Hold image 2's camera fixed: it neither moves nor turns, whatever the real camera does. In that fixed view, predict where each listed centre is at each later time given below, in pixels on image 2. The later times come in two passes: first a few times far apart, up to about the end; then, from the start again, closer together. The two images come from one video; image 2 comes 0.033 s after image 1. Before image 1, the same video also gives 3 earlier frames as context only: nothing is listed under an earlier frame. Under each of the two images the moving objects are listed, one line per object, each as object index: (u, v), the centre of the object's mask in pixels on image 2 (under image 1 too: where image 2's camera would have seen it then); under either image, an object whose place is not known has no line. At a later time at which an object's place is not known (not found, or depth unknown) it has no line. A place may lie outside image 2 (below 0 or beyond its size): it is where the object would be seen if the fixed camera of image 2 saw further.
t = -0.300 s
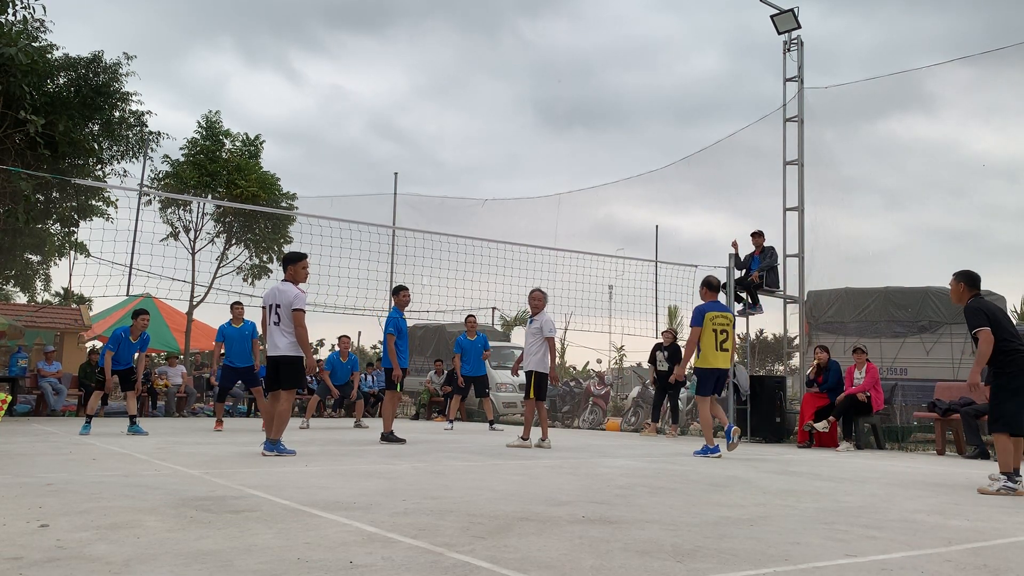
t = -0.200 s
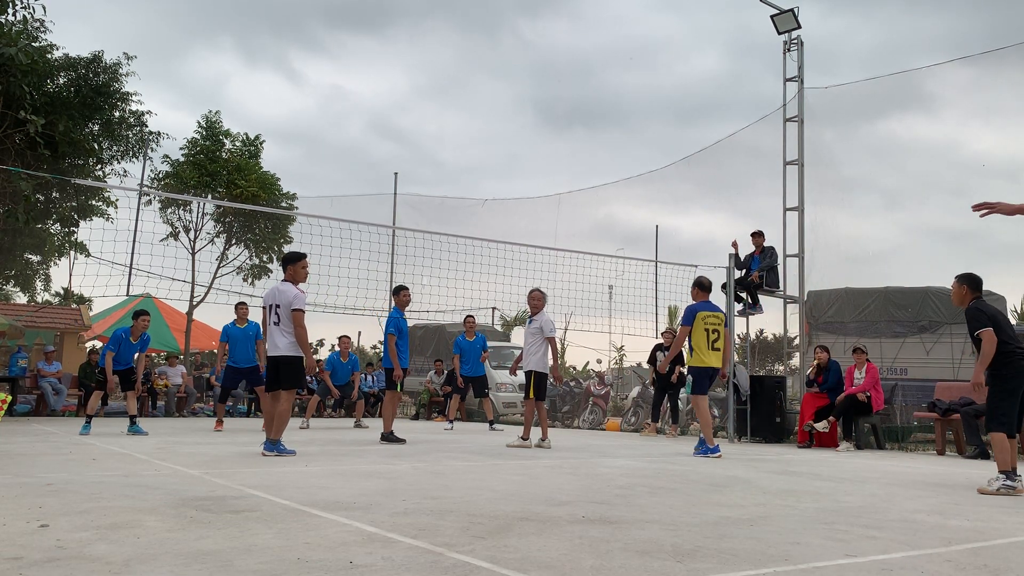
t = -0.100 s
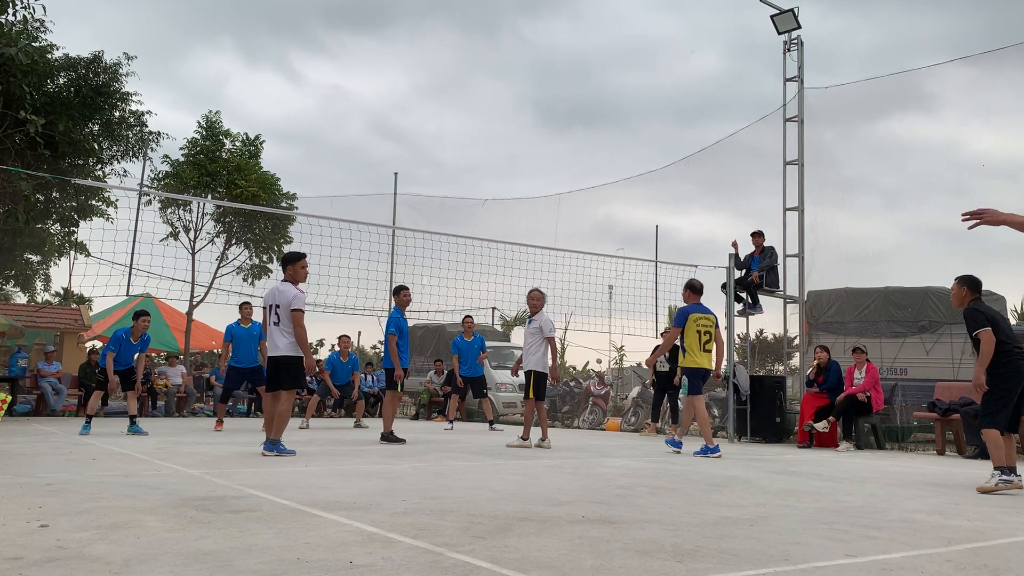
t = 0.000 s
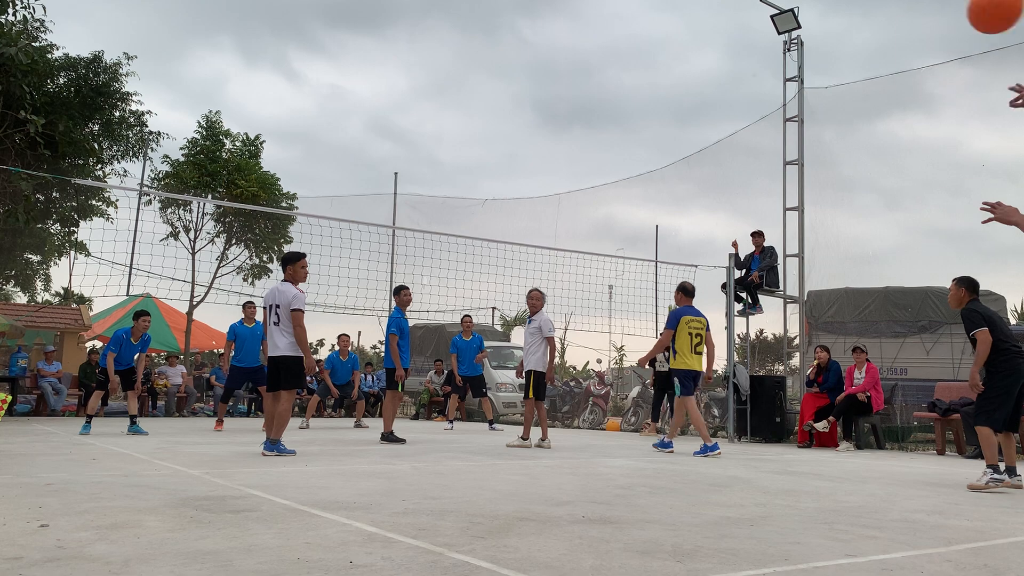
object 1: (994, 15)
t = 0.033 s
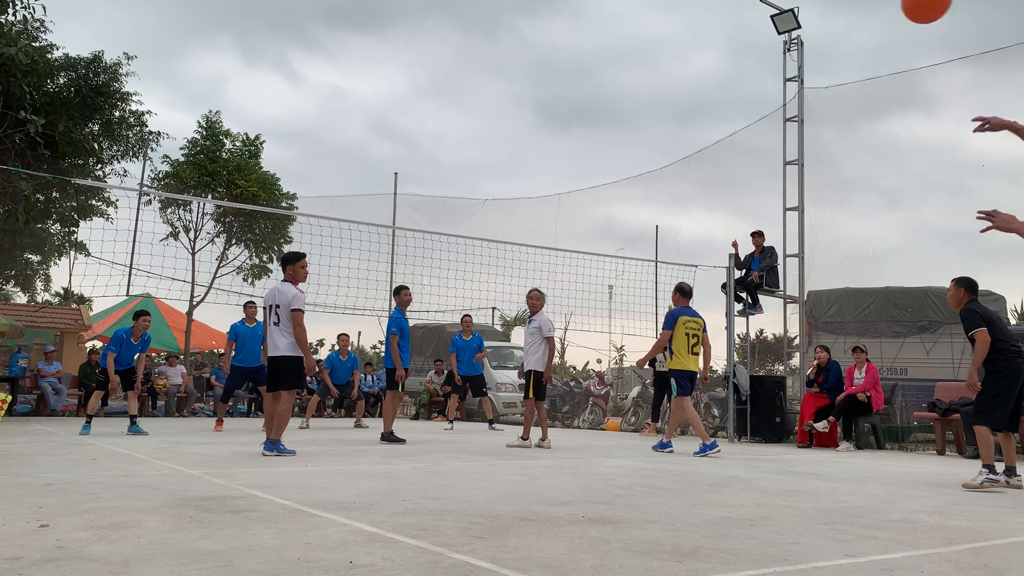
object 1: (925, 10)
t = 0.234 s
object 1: (647, 7)
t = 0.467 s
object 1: (460, 58)
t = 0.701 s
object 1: (334, 146)
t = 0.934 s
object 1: (237, 256)
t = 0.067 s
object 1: (864, 7)
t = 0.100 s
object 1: (811, 5)
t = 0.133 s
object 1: (763, 4)
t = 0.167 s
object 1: (721, 4)
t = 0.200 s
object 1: (682, 5)
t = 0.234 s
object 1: (647, 7)
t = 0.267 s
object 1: (614, 9)
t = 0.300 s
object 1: (583, 13)
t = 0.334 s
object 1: (555, 18)
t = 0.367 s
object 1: (529, 27)
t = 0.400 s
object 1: (505, 36)
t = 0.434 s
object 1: (482, 47)
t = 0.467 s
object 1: (460, 58)
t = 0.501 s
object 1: (440, 69)
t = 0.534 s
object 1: (420, 80)
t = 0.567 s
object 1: (402, 92)
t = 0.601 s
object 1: (384, 105)
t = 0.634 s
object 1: (367, 118)
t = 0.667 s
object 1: (350, 132)
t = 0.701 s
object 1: (334, 146)
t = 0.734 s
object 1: (319, 160)
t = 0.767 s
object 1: (304, 175)
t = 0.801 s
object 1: (290, 190)
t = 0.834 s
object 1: (276, 205)
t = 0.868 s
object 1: (263, 223)
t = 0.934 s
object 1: (237, 256)
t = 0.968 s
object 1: (224, 274)
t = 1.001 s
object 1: (212, 292)
